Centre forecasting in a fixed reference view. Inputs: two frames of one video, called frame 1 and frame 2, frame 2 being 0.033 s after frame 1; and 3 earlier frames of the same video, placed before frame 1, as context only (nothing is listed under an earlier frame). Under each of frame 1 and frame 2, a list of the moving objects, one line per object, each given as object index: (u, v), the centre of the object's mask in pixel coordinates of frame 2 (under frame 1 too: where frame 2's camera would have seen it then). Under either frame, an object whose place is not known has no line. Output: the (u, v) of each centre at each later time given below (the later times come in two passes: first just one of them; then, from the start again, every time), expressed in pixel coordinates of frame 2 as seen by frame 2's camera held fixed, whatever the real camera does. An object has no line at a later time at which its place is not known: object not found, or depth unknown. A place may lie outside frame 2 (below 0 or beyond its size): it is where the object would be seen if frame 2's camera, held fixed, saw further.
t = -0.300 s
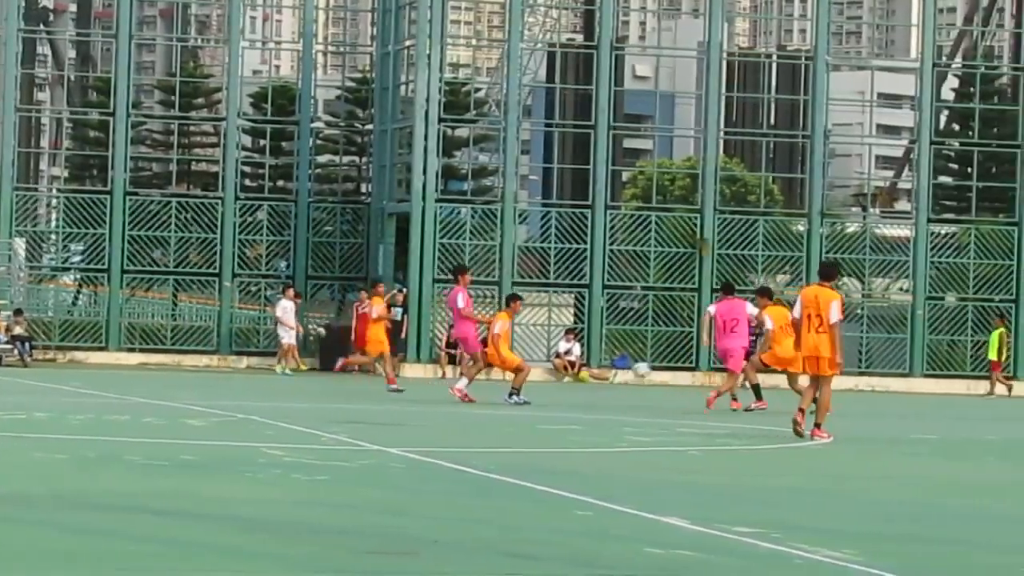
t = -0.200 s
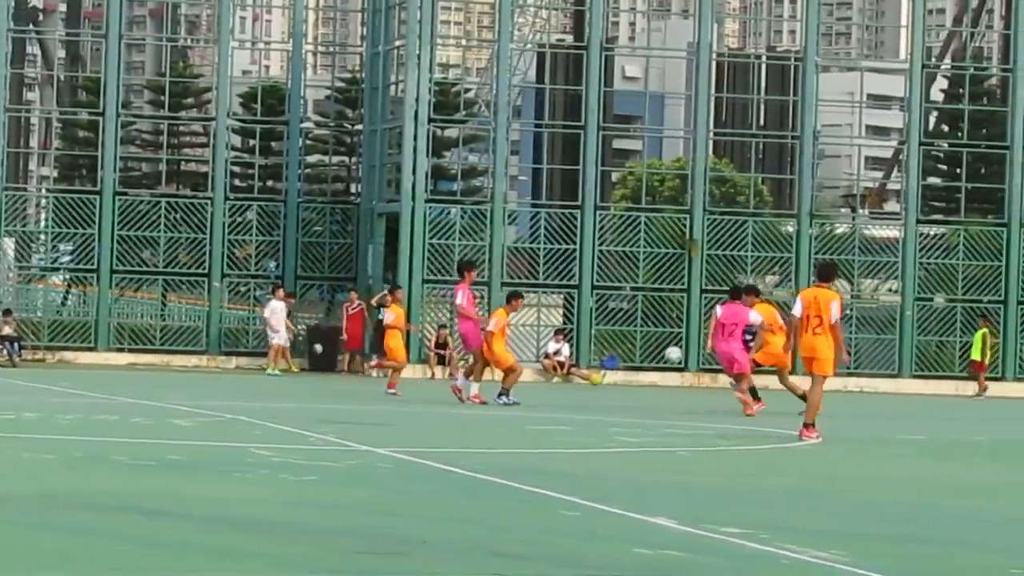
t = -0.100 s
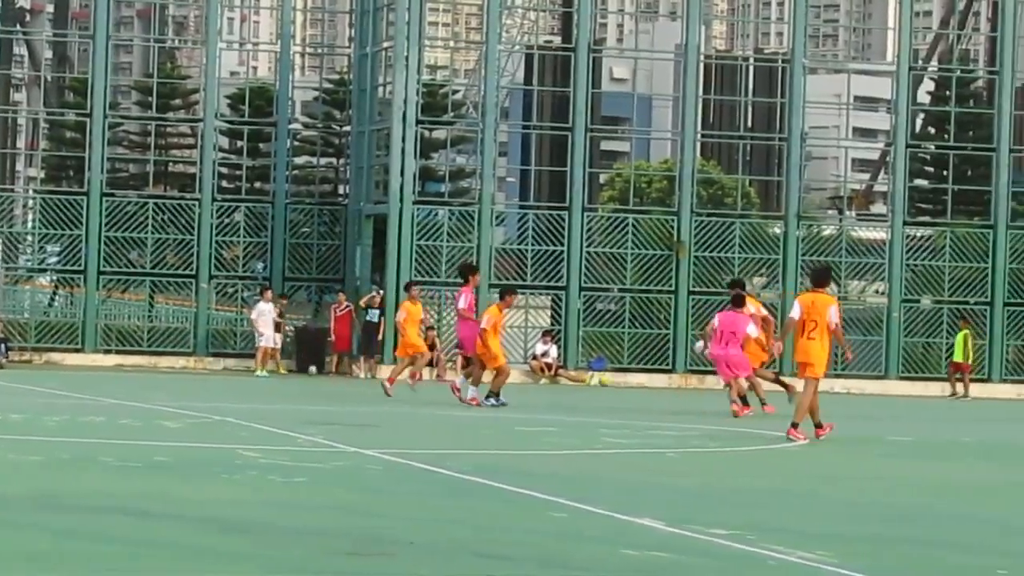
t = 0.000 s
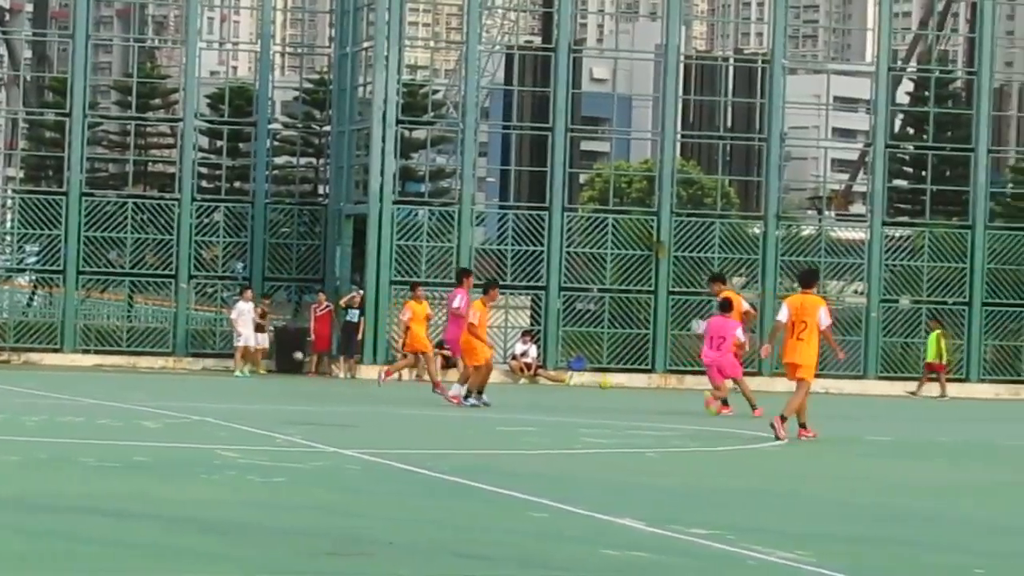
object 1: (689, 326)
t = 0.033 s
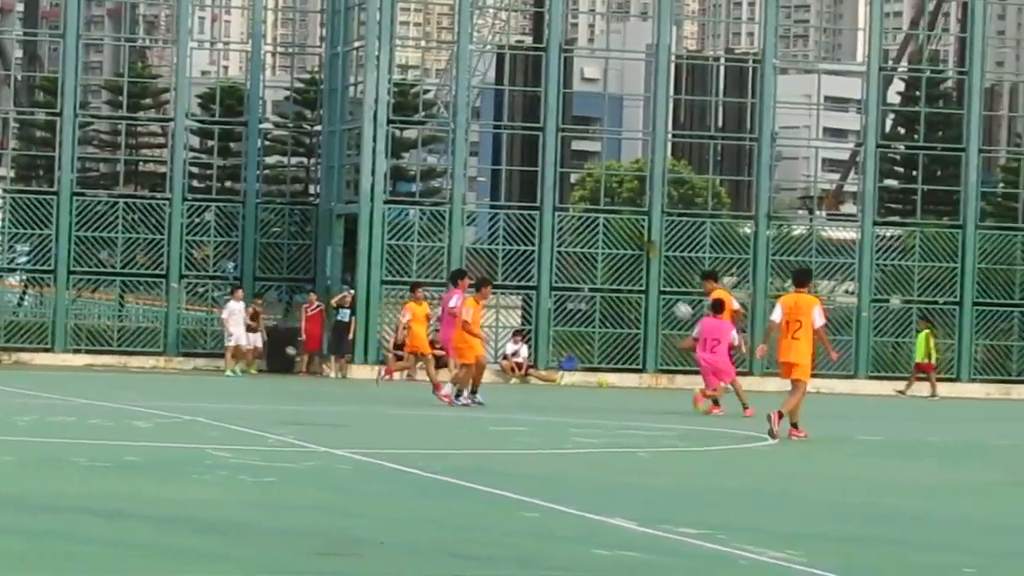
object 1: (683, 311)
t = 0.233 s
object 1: (643, 234)
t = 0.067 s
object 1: (677, 295)
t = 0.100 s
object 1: (669, 281)
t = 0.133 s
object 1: (663, 269)
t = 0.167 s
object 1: (656, 255)
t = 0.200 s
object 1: (649, 245)
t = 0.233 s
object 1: (643, 234)
